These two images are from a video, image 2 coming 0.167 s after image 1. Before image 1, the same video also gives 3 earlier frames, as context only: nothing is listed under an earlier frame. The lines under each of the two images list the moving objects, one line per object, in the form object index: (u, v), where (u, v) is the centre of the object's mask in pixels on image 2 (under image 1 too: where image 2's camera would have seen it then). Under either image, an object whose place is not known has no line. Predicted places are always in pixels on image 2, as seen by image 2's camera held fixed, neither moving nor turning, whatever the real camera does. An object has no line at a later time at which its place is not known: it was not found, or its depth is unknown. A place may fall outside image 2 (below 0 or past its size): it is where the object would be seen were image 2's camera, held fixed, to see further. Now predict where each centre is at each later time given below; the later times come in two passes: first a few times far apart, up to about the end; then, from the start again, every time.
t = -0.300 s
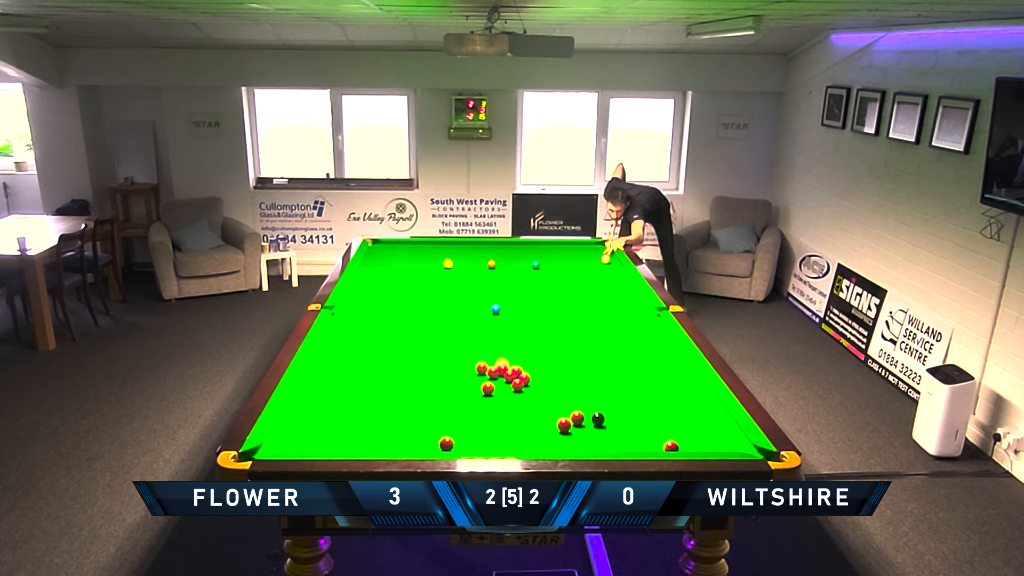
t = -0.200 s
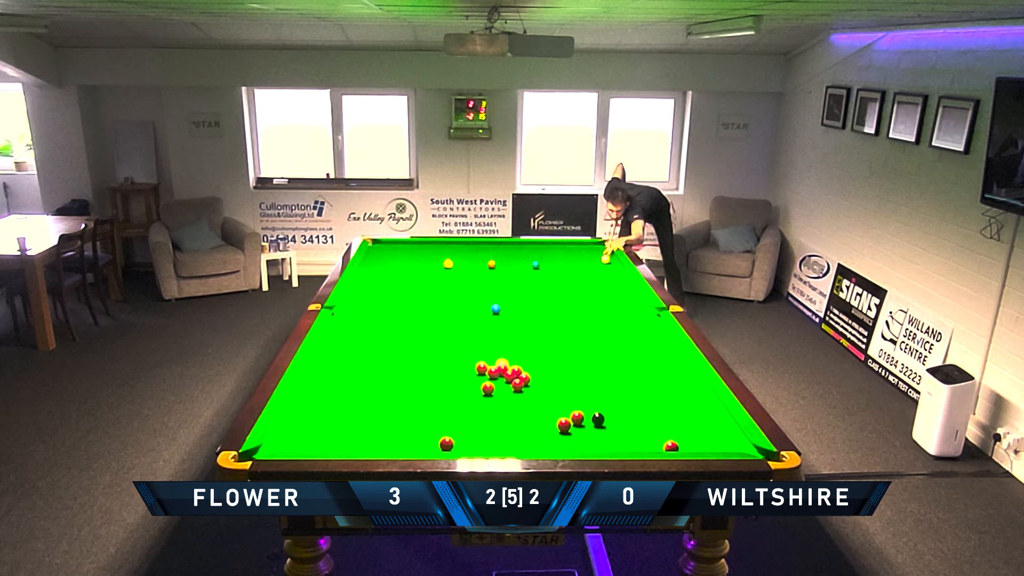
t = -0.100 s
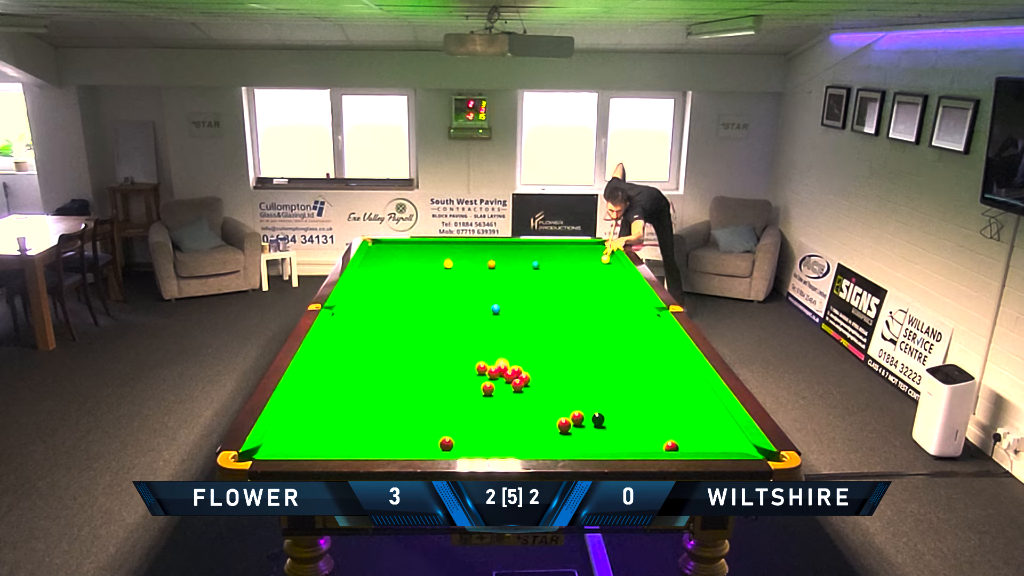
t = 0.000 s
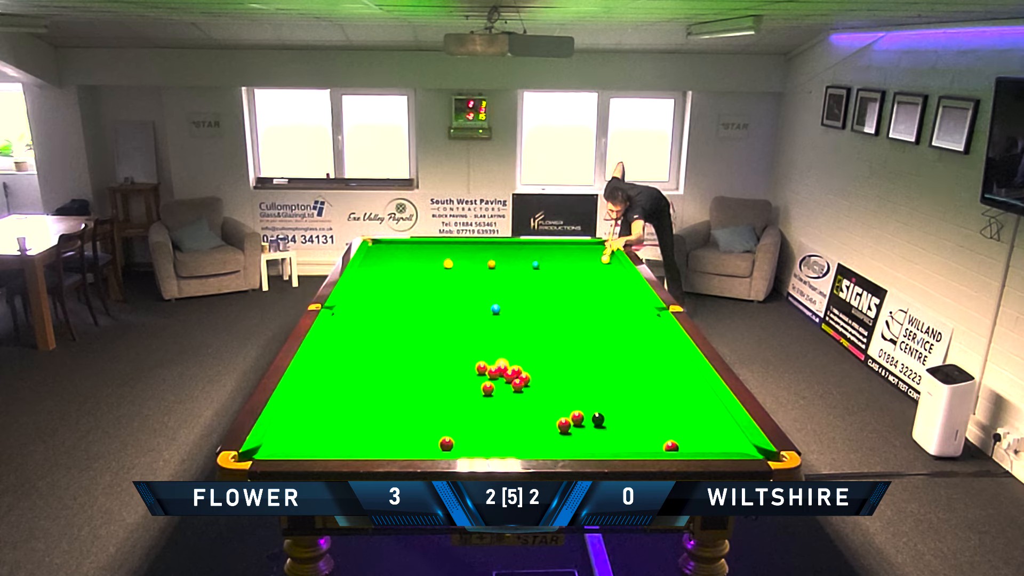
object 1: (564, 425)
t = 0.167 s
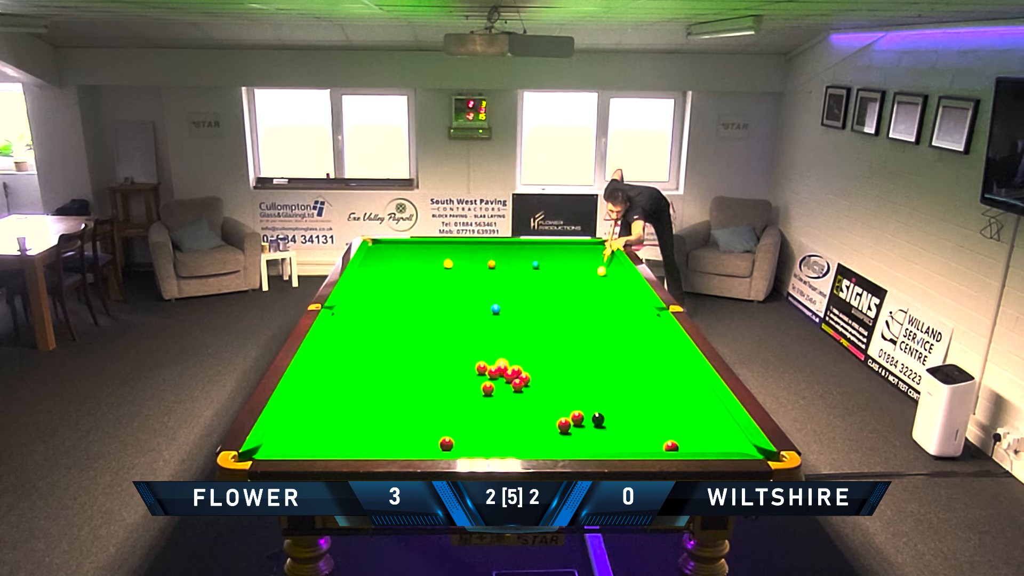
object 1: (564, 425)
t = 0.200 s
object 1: (564, 425)
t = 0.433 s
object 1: (564, 425)
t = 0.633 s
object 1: (564, 425)
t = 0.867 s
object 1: (564, 425)
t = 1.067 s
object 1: (564, 425)
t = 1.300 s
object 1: (574, 431)
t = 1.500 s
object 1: (612, 447)
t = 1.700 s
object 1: (627, 438)
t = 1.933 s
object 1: (644, 426)
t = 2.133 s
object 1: (657, 418)
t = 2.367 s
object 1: (671, 408)
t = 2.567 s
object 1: (682, 401)
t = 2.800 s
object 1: (694, 394)
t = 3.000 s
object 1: (704, 388)
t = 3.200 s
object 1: (696, 383)
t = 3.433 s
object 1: (685, 378)
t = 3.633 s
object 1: (677, 374)
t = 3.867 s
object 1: (668, 371)
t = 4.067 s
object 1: (661, 367)
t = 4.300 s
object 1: (653, 364)
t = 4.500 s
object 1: (648, 362)
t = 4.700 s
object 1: (643, 359)
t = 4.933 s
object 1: (637, 357)
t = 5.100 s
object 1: (634, 355)
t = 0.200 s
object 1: (564, 425)
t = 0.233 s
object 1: (564, 425)
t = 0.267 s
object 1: (564, 425)
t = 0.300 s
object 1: (564, 425)
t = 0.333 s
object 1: (564, 425)
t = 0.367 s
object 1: (564, 425)
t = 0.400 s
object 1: (564, 425)
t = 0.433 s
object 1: (564, 425)
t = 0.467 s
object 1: (564, 425)
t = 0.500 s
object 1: (564, 425)
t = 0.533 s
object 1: (564, 425)
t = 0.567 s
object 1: (564, 425)
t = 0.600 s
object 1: (564, 425)
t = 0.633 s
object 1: (564, 425)
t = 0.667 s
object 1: (564, 425)
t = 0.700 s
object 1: (564, 425)
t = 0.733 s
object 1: (564, 425)
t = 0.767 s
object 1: (564, 425)
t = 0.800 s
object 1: (564, 425)
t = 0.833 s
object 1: (564, 425)
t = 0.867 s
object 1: (564, 425)
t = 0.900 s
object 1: (564, 425)
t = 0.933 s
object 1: (564, 425)
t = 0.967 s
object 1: (564, 425)
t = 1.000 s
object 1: (564, 425)
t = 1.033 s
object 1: (564, 425)
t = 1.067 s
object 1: (564, 425)
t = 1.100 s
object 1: (564, 425)
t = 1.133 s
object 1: (564, 425)
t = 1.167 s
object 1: (564, 425)
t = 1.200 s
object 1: (564, 425)
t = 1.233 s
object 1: (563, 425)
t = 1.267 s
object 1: (567, 427)
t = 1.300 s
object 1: (574, 431)
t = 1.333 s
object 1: (582, 435)
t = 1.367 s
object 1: (589, 439)
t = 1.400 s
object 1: (596, 442)
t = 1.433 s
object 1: (602, 444)
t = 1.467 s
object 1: (608, 447)
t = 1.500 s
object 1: (612, 447)
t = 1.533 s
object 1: (614, 445)
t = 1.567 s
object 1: (617, 444)
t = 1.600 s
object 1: (619, 442)
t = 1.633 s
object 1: (622, 441)
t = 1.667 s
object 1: (624, 439)
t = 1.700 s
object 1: (627, 438)
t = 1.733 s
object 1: (630, 436)
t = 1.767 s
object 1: (632, 434)
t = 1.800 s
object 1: (634, 433)
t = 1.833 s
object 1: (637, 431)
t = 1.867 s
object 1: (639, 429)
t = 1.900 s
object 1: (641, 428)
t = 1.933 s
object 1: (644, 426)
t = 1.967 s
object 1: (646, 425)
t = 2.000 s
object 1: (648, 423)
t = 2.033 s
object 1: (650, 422)
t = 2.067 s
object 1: (653, 420)
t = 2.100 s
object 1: (655, 419)
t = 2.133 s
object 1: (657, 418)
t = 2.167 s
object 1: (659, 416)
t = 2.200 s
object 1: (661, 415)
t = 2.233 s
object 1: (663, 413)
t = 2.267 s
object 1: (665, 412)
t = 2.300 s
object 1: (667, 411)
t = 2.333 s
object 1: (669, 410)
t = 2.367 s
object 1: (671, 408)
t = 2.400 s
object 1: (673, 407)
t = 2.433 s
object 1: (675, 406)
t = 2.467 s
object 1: (677, 405)
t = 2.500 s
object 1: (679, 403)
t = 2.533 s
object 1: (680, 402)
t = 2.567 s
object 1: (682, 401)
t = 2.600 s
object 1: (684, 400)
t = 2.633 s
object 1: (686, 399)
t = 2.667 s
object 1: (688, 398)
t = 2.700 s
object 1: (689, 397)
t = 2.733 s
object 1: (691, 395)
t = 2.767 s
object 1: (693, 394)
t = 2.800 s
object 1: (694, 394)
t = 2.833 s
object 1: (696, 393)
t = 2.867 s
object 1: (698, 391)
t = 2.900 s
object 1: (699, 390)
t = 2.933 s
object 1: (701, 389)
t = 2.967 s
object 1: (702, 388)
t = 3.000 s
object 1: (704, 388)
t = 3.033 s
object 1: (705, 387)
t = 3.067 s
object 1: (703, 386)
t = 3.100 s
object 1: (701, 385)
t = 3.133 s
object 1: (700, 384)
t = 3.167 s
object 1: (698, 383)
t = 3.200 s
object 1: (696, 383)
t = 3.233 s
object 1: (695, 382)
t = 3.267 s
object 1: (693, 382)
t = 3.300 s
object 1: (691, 381)
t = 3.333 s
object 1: (690, 380)
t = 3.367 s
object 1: (688, 380)
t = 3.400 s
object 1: (687, 379)
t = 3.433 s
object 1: (685, 378)
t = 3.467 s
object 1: (684, 377)
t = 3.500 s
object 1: (682, 377)
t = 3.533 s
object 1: (681, 376)
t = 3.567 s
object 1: (680, 375)
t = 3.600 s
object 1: (678, 375)
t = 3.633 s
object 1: (677, 374)
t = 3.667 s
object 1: (676, 374)
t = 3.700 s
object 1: (674, 373)
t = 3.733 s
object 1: (673, 373)
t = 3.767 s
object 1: (672, 372)
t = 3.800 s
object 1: (670, 372)
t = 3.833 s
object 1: (669, 371)
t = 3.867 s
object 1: (668, 371)
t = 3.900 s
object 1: (666, 370)
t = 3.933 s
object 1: (665, 370)
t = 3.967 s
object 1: (664, 369)
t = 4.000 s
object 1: (663, 368)
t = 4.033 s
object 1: (662, 368)
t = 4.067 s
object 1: (661, 367)
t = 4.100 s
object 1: (660, 367)
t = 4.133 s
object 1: (658, 366)
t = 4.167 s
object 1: (657, 366)
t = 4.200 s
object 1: (656, 365)
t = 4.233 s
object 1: (655, 365)
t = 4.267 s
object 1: (654, 365)
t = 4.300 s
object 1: (653, 364)
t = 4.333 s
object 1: (652, 364)
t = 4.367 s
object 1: (652, 363)
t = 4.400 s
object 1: (650, 363)
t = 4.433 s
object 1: (650, 362)
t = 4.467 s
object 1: (649, 362)
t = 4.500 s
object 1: (648, 362)
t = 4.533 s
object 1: (647, 361)
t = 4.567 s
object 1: (646, 360)
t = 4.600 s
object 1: (645, 360)
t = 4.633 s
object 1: (644, 360)
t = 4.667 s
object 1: (643, 360)
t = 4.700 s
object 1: (643, 359)
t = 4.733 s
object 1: (642, 359)
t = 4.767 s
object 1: (641, 358)
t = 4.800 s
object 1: (640, 358)
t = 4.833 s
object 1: (640, 358)
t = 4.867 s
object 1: (639, 357)
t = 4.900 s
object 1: (638, 357)
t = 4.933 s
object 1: (637, 357)
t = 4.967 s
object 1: (637, 357)
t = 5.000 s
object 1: (636, 356)
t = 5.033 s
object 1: (635, 356)
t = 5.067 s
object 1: (635, 356)
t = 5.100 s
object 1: (634, 355)
